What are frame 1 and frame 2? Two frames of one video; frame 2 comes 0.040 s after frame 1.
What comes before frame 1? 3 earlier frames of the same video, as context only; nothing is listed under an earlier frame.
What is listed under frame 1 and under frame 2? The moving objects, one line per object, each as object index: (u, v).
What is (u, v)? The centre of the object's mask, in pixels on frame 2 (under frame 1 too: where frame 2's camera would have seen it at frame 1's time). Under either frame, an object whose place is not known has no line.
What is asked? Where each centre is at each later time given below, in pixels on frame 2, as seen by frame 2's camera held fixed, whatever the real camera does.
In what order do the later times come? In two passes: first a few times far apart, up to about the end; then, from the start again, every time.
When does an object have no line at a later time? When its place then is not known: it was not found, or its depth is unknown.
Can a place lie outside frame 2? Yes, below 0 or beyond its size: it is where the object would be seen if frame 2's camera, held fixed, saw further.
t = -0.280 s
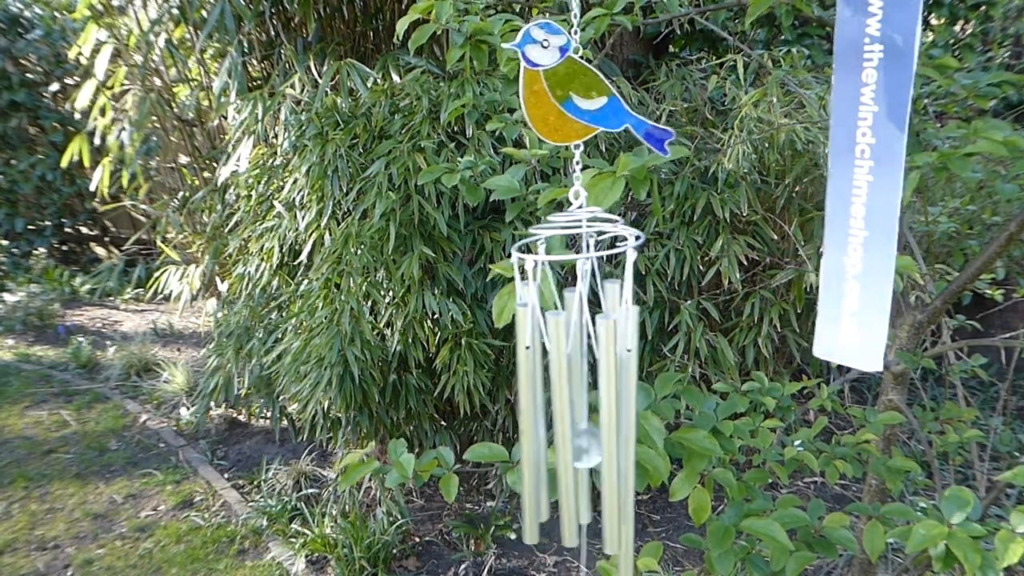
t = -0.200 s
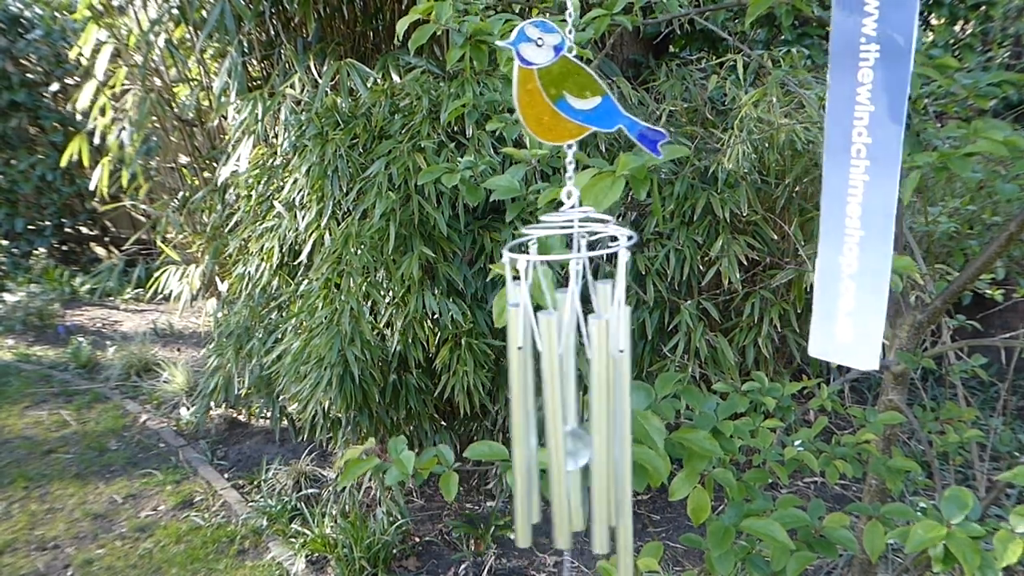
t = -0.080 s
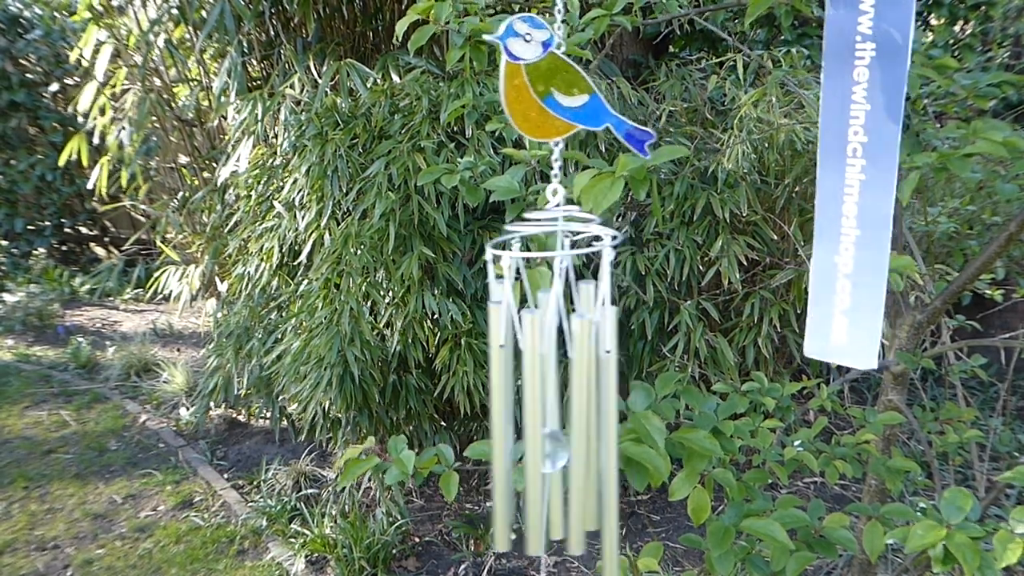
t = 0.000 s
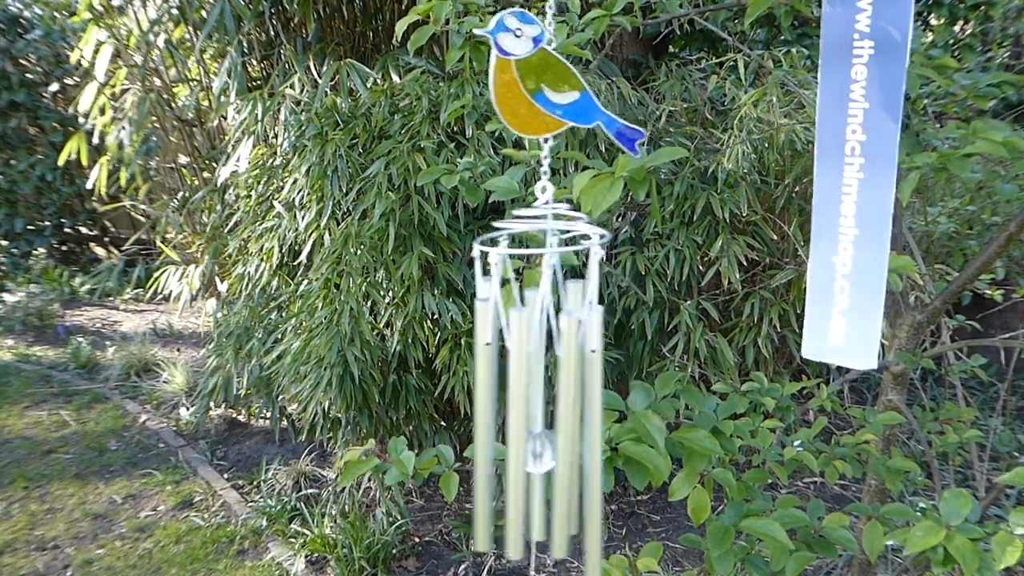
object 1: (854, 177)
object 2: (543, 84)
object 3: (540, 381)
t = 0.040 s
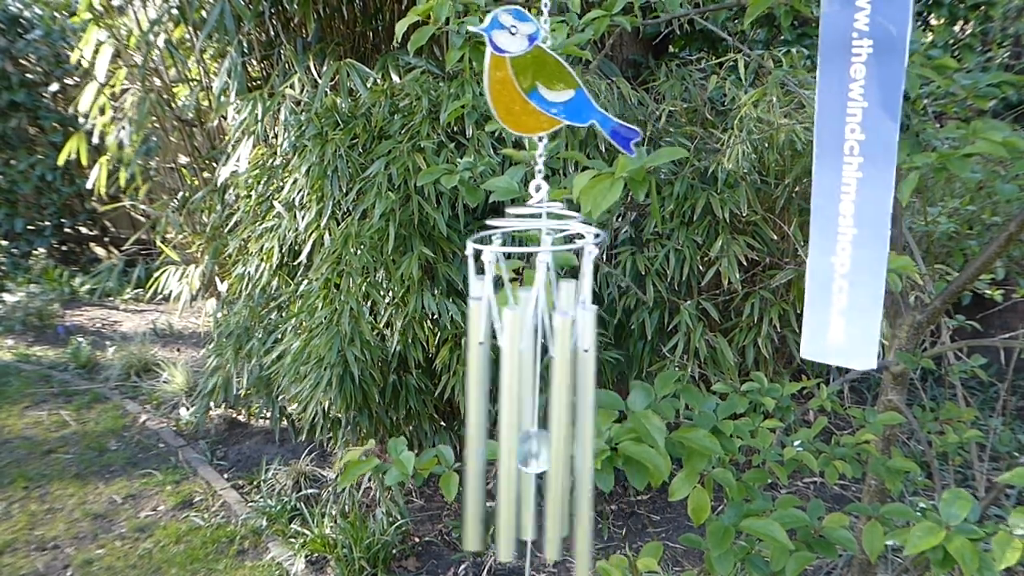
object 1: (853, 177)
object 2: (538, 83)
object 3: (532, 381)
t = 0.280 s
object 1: (837, 179)
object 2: (517, 75)
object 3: (499, 369)
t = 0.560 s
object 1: (825, 178)
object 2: (529, 78)
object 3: (522, 376)
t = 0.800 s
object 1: (854, 182)
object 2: (557, 91)
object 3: (565, 378)
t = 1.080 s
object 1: (883, 180)
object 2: (572, 96)
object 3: (576, 373)
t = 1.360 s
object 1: (856, 177)
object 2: (552, 89)
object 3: (551, 377)
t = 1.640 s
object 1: (837, 177)
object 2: (530, 81)
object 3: (524, 373)
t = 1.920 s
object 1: (845, 180)
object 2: (529, 83)
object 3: (521, 373)
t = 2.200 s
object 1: (853, 179)
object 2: (554, 92)
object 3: (557, 379)
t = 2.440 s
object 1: (865, 177)
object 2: (575, 94)
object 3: (589, 374)
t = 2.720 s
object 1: (867, 181)
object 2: (569, 99)
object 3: (570, 376)
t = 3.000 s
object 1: (849, 178)
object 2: (521, 77)
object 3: (516, 378)
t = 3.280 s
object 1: (809, 173)
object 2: (502, 72)
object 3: (477, 374)
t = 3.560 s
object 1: (840, 181)
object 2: (535, 85)
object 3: (530, 376)
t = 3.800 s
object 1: (876, 185)
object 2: (577, 100)
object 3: (589, 383)
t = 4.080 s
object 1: (871, 180)
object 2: (573, 98)
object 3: (577, 387)
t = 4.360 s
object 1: (849, 175)
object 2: (519, 79)
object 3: (502, 380)
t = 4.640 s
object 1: (817, 175)
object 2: (504, 73)
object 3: (480, 375)
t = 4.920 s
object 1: (832, 183)
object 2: (550, 91)
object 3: (549, 373)
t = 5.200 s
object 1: (889, 184)
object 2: (586, 103)
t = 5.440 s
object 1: (883, 179)
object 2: (569, 98)
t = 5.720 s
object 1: (830, 175)
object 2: (531, 85)
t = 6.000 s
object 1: (829, 180)
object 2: (524, 81)
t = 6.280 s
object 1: (860, 181)
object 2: (546, 90)
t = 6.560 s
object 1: (864, 174)
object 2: (562, 95)
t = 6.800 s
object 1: (859, 176)
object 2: (570, 99)
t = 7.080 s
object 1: (861, 182)
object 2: (563, 98)
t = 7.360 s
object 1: (861, 180)
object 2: (550, 96)
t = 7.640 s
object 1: (849, 172)
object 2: (533, 87)
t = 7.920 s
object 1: (836, 179)
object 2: (548, 98)
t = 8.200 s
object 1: (868, 184)
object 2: (573, 103)
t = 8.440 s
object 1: (877, 180)
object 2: (581, 111)
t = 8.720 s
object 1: (867, 173)
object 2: (555, 103)
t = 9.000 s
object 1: (836, 178)
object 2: (523, 89)
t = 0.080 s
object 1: (852, 177)
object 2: (534, 80)
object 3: (526, 379)
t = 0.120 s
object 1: (850, 178)
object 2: (529, 79)
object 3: (519, 378)
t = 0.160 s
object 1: (847, 178)
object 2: (525, 77)
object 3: (512, 376)
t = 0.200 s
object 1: (844, 178)
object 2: (521, 76)
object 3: (506, 373)
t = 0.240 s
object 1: (841, 179)
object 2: (519, 75)
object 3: (502, 371)
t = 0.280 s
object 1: (837, 179)
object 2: (517, 75)
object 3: (499, 369)
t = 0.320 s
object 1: (833, 179)
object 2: (517, 75)
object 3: (498, 367)
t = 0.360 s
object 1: (830, 179)
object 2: (516, 75)
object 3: (498, 367)
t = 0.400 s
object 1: (826, 179)
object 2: (517, 75)
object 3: (500, 368)
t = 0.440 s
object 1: (824, 179)
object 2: (518, 75)
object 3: (503, 371)
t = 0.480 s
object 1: (824, 178)
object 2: (521, 76)
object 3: (509, 372)
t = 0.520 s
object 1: (824, 178)
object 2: (525, 77)
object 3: (515, 375)
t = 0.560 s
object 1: (825, 178)
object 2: (529, 78)
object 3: (522, 376)
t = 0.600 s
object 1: (828, 179)
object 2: (533, 80)
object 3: (529, 378)
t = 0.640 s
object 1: (832, 179)
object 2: (538, 82)
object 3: (537, 376)
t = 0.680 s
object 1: (836, 180)
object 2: (543, 85)
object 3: (544, 379)
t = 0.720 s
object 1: (842, 181)
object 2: (548, 87)
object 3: (552, 379)
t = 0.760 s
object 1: (848, 181)
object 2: (553, 89)
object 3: (559, 379)
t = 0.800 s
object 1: (854, 182)
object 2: (557, 91)
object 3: (565, 378)
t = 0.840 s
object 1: (860, 182)
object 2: (561, 93)
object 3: (570, 376)
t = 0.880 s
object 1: (866, 182)
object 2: (565, 95)
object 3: (574, 375)
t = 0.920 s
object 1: (872, 182)
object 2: (568, 95)
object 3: (576, 373)
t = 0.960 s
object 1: (876, 181)
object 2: (570, 96)
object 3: (578, 373)
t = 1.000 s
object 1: (880, 181)
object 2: (572, 96)
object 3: (578, 373)
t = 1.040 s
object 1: (882, 181)
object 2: (572, 96)
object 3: (578, 373)
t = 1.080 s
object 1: (883, 180)
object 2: (572, 96)
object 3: (576, 373)
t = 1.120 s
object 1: (882, 180)
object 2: (570, 96)
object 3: (574, 373)
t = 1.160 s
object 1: (880, 180)
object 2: (568, 95)
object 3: (571, 376)
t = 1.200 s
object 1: (876, 179)
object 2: (566, 94)
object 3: (568, 377)
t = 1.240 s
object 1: (872, 179)
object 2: (562, 93)
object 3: (564, 378)
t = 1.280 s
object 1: (867, 178)
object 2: (559, 92)
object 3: (560, 378)
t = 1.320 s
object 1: (862, 177)
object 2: (556, 91)
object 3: (556, 377)
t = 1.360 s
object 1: (856, 177)
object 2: (552, 89)
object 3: (551, 377)
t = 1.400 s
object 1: (851, 176)
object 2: (548, 87)
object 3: (546, 376)
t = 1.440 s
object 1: (847, 176)
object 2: (545, 86)
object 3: (541, 375)
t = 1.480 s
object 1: (843, 176)
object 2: (541, 85)
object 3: (536, 375)
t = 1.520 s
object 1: (840, 176)
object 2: (538, 83)
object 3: (532, 374)
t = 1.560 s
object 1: (838, 176)
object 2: (535, 82)
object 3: (529, 375)
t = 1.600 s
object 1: (837, 176)
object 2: (533, 81)
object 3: (526, 375)
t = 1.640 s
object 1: (837, 177)
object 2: (530, 81)
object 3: (524, 373)
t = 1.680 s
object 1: (837, 177)
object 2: (528, 80)
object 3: (521, 370)
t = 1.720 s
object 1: (838, 178)
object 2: (526, 80)
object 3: (519, 367)
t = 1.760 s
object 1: (839, 178)
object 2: (526, 80)
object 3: (517, 365)
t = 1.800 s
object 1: (841, 179)
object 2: (526, 80)
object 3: (516, 365)
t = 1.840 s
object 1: (842, 179)
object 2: (526, 80)
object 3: (515, 367)
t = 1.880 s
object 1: (844, 180)
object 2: (527, 81)
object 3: (518, 368)
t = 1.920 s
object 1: (845, 180)
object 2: (529, 83)
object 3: (521, 373)
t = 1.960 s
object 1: (846, 180)
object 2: (532, 84)
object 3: (524, 376)
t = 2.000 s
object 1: (847, 180)
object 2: (536, 84)
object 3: (529, 376)
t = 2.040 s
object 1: (848, 179)
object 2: (540, 86)
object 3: (537, 380)
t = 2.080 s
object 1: (850, 179)
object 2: (544, 88)
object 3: (543, 379)
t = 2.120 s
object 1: (850, 179)
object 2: (548, 89)
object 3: (547, 380)
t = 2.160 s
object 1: (852, 179)
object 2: (551, 91)
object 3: (552, 381)
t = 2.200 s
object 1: (853, 179)
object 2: (554, 92)
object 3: (557, 379)
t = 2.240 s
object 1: (855, 179)
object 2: (557, 93)
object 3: (564, 378)
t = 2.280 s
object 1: (857, 178)
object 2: (561, 93)
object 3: (563, 375)
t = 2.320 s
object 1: (859, 178)
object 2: (565, 93)
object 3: (569, 373)
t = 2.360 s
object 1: (861, 177)
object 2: (569, 93)
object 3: (576, 372)
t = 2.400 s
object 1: (863, 177)
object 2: (572, 93)
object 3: (586, 374)
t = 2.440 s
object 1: (865, 177)
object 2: (575, 94)
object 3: (589, 374)
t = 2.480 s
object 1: (867, 178)
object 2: (575, 94)
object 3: (590, 377)
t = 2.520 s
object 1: (868, 178)
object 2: (575, 95)
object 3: (590, 376)
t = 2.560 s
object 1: (868, 179)
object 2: (574, 97)
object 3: (587, 372)
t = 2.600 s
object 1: (868, 180)
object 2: (573, 98)
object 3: (585, 376)
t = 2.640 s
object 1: (868, 181)
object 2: (573, 99)
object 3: (581, 373)
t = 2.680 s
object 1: (868, 181)
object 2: (572, 100)
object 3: (577, 374)
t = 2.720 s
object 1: (867, 181)
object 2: (569, 99)
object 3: (570, 376)
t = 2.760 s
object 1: (866, 182)
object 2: (565, 98)
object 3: (565, 377)
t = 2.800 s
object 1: (865, 182)
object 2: (559, 96)
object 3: (557, 378)
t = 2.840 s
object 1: (864, 181)
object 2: (551, 93)
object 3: (548, 379)
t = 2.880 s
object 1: (861, 181)
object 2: (543, 90)
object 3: (538, 379)
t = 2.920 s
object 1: (858, 180)
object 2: (534, 86)
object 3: (529, 381)
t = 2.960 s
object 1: (854, 179)
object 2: (527, 82)
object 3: (522, 380)
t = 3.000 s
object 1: (849, 178)
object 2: (521, 77)
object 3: (516, 378)
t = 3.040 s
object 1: (843, 177)
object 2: (517, 74)
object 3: (508, 377)
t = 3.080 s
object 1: (837, 176)
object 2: (513, 72)
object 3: (500, 376)
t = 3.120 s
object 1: (830, 175)
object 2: (509, 71)
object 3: (492, 375)
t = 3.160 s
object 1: (823, 174)
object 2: (505, 70)
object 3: (485, 376)
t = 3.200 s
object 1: (817, 174)
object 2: (502, 71)
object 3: (479, 376)
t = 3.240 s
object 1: (812, 173)
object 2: (501, 71)
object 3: (477, 375)
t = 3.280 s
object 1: (809, 173)
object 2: (502, 72)
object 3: (477, 374)
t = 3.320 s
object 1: (809, 174)
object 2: (504, 73)
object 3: (479, 371)
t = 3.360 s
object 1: (809, 174)
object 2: (508, 75)
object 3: (483, 372)
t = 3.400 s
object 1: (813, 175)
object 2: (513, 76)
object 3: (491, 372)
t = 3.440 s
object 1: (818, 176)
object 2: (518, 78)
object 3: (499, 375)
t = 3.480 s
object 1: (824, 178)
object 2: (524, 80)
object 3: (509, 377)
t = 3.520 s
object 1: (832, 179)
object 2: (529, 83)
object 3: (519, 376)
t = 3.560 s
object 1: (840, 181)
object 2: (535, 85)
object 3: (530, 376)
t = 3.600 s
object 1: (848, 182)
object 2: (541, 88)
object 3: (541, 377)
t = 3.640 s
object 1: (856, 183)
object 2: (549, 90)
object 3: (553, 375)
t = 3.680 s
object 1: (863, 184)
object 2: (558, 93)
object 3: (564, 378)
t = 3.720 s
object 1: (869, 184)
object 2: (566, 95)
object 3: (574, 380)
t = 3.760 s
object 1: (873, 184)
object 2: (573, 98)
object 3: (582, 381)
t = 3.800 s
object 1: (876, 185)
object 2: (577, 100)
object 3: (589, 383)
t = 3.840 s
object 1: (877, 185)
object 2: (580, 102)
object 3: (593, 384)
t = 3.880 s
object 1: (878, 185)
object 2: (582, 104)
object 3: (595, 385)
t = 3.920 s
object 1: (877, 185)
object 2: (582, 104)
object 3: (596, 385)
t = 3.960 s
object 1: (877, 185)
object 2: (582, 103)
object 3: (594, 386)
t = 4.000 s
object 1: (875, 183)
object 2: (580, 102)
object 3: (590, 387)
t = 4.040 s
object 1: (873, 182)
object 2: (577, 101)
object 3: (585, 387)
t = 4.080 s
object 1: (871, 180)
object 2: (573, 98)
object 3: (577, 387)
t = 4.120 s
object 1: (869, 179)
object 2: (568, 96)
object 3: (568, 389)
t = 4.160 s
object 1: (866, 178)
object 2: (561, 93)
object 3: (558, 387)
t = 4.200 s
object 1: (863, 178)
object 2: (552, 91)
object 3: (546, 386)
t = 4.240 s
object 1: (860, 177)
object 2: (543, 88)
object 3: (535, 386)
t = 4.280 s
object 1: (856, 176)
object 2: (534, 85)
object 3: (523, 385)
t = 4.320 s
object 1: (853, 176)
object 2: (526, 82)
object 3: (513, 384)
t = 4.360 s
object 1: (849, 175)
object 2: (519, 79)
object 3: (502, 380)
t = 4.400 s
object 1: (844, 174)
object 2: (514, 77)
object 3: (492, 375)
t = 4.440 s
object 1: (839, 175)
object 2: (509, 75)
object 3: (486, 372)
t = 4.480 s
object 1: (834, 174)
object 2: (505, 74)
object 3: (480, 369)
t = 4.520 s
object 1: (829, 175)
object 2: (503, 73)
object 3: (476, 369)
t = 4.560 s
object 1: (824, 175)
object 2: (503, 72)
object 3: (476, 372)
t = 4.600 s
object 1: (820, 175)
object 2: (503, 72)
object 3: (477, 375)
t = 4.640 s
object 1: (817, 175)
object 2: (504, 73)
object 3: (480, 375)
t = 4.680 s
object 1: (815, 176)
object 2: (506, 73)
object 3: (486, 377)
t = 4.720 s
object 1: (814, 177)
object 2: (511, 75)
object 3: (494, 377)
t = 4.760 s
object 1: (814, 178)
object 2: (518, 77)
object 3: (503, 377)
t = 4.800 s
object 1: (817, 179)
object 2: (525, 80)
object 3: (513, 377)
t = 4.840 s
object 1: (820, 180)
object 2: (534, 83)
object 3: (525, 375)
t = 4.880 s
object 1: (825, 182)
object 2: (542, 87)
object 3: (536, 373)
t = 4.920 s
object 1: (832, 183)
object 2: (550, 91)
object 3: (549, 373)
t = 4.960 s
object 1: (839, 184)
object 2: (558, 95)
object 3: (560, 371)
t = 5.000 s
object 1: (848, 186)
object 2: (565, 98)
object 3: (570, 373)
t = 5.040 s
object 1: (857, 187)
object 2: (571, 101)
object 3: (578, 371)
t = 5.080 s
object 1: (866, 187)
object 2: (576, 103)
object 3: (585, 372)
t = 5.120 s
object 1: (875, 187)
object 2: (580, 103)
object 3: (591, 375)
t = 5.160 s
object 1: (883, 186)
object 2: (584, 104)
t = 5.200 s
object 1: (889, 184)
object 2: (586, 103)
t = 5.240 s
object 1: (894, 183)
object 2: (587, 103)
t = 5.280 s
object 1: (896, 182)
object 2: (585, 102)
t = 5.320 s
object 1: (896, 181)
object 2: (583, 101)
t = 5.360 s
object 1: (893, 180)
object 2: (578, 100)
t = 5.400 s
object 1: (889, 180)
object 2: (574, 99)
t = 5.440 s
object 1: (883, 179)
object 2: (569, 98)
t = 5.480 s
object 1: (875, 179)
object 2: (563, 96)
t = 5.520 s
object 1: (867, 178)
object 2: (558, 94)
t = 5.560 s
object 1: (859, 177)
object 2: (553, 92)
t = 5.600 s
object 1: (850, 176)
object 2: (548, 90)
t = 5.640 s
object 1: (843, 175)
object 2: (543, 89)
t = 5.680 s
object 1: (836, 176)
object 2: (537, 87)
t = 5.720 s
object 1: (830, 175)
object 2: (531, 85)
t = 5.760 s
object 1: (826, 176)
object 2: (527, 83)
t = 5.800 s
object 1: (824, 176)
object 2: (524, 82)
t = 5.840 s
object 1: (822, 177)
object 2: (523, 80)
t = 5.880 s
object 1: (822, 177)
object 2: (522, 80)
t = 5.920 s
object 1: (824, 178)
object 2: (522, 79)
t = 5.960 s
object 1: (826, 179)
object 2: (523, 80)
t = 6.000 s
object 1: (829, 180)
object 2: (524, 81)
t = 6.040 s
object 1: (833, 181)
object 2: (526, 83)
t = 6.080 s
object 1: (838, 182)
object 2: (528, 84)
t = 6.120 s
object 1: (842, 182)
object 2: (530, 86)
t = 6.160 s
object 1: (848, 183)
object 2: (533, 87)
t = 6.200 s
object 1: (852, 182)
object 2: (537, 88)
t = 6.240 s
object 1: (857, 181)
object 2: (542, 90)
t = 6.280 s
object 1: (860, 181)
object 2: (546, 90)
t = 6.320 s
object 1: (863, 180)
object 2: (549, 91)
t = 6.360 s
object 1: (865, 179)
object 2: (551, 92)
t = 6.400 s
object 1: (865, 178)
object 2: (553, 92)
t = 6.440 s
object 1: (866, 177)
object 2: (555, 93)
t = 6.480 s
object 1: (866, 176)
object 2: (558, 94)
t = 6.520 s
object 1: (865, 175)
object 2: (560, 94)
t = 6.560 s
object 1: (864, 174)
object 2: (562, 95)
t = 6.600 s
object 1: (863, 174)
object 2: (566, 96)
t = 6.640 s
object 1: (862, 174)
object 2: (568, 96)
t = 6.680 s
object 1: (860, 174)
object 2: (570, 97)
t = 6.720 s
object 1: (860, 174)
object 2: (570, 98)
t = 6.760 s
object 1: (859, 175)
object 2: (570, 99)
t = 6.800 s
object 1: (859, 176)
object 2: (570, 99)
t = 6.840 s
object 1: (859, 177)
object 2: (569, 100)
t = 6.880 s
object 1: (859, 178)
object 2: (569, 99)
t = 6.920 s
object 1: (860, 179)
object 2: (568, 98)
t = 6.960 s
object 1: (861, 180)
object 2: (567, 98)
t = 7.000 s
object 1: (861, 181)
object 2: (567, 98)
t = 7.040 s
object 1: (861, 182)
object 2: (565, 98)
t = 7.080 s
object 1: (861, 182)
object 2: (563, 98)
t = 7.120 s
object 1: (861, 183)
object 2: (561, 98)
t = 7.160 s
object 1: (861, 183)
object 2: (560, 98)
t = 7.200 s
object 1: (861, 182)
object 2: (558, 98)
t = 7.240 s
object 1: (861, 182)
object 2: (557, 98)
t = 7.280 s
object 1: (861, 181)
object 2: (555, 97)
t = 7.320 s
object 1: (861, 181)
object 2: (553, 97)
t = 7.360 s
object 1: (861, 180)
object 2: (550, 96)
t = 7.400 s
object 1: (861, 178)
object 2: (546, 94)
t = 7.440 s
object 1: (860, 177)
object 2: (542, 93)
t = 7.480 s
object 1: (859, 176)
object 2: (538, 92)
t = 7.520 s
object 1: (857, 174)
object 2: (535, 90)
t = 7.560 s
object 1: (855, 173)
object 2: (533, 88)
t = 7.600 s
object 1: (852, 172)
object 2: (533, 87)
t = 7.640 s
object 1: (849, 172)
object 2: (533, 87)
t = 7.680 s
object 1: (845, 172)
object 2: (534, 87)
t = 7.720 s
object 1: (842, 173)
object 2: (535, 88)
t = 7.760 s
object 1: (839, 173)
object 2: (537, 90)
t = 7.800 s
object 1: (837, 175)
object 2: (539, 92)
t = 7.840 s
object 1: (836, 176)
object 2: (541, 94)
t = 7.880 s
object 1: (835, 178)
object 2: (544, 96)
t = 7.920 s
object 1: (836, 179)
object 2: (548, 98)
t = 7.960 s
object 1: (839, 181)
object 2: (552, 98)
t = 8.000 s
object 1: (843, 182)
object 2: (557, 99)
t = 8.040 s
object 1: (847, 183)
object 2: (561, 100)
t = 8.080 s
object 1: (853, 184)
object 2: (565, 100)
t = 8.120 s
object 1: (858, 185)
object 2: (567, 101)
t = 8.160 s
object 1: (863, 185)
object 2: (570, 102)
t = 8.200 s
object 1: (868, 184)
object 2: (573, 103)
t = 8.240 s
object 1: (872, 184)
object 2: (576, 104)
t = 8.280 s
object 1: (875, 183)
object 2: (578, 105)
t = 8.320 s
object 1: (877, 182)
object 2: (580, 107)
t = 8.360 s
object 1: (877, 182)
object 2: (582, 109)
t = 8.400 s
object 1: (877, 181)
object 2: (582, 110)
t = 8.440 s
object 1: (877, 180)
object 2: (581, 111)
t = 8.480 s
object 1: (876, 179)
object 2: (579, 112)
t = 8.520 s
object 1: (875, 178)
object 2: (576, 112)
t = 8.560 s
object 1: (874, 176)
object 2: (574, 111)
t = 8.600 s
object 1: (873, 175)
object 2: (571, 110)
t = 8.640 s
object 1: (871, 174)
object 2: (567, 108)
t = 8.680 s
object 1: (869, 173)
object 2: (561, 106)
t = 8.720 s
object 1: (867, 173)
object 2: (555, 103)
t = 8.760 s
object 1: (864, 173)
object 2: (548, 100)
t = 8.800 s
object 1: (861, 174)
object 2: (541, 98)
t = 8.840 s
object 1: (857, 175)
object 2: (535, 95)
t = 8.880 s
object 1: (852, 175)
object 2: (530, 93)
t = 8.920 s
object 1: (847, 176)
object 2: (526, 90)
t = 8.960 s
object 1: (841, 177)
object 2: (524, 90)
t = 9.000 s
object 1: (836, 178)
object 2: (523, 89)
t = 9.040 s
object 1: (831, 178)
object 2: (523, 88)
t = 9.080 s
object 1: (828, 179)
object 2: (523, 89)
